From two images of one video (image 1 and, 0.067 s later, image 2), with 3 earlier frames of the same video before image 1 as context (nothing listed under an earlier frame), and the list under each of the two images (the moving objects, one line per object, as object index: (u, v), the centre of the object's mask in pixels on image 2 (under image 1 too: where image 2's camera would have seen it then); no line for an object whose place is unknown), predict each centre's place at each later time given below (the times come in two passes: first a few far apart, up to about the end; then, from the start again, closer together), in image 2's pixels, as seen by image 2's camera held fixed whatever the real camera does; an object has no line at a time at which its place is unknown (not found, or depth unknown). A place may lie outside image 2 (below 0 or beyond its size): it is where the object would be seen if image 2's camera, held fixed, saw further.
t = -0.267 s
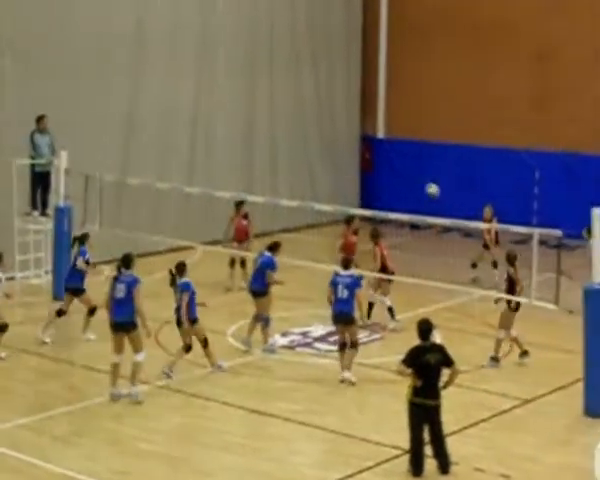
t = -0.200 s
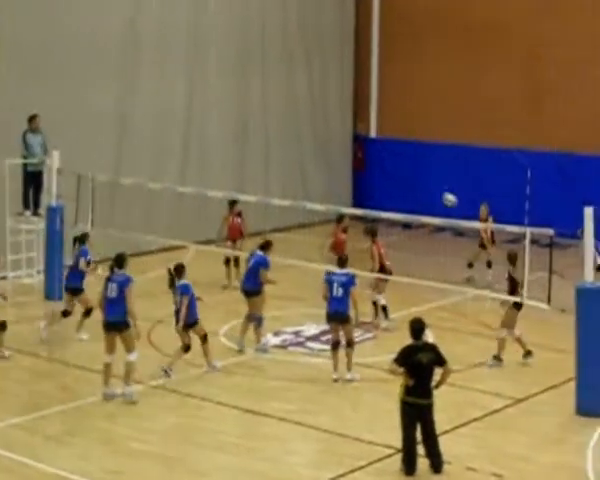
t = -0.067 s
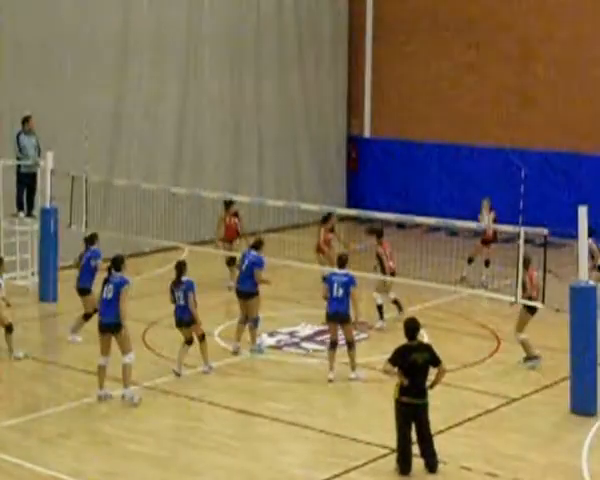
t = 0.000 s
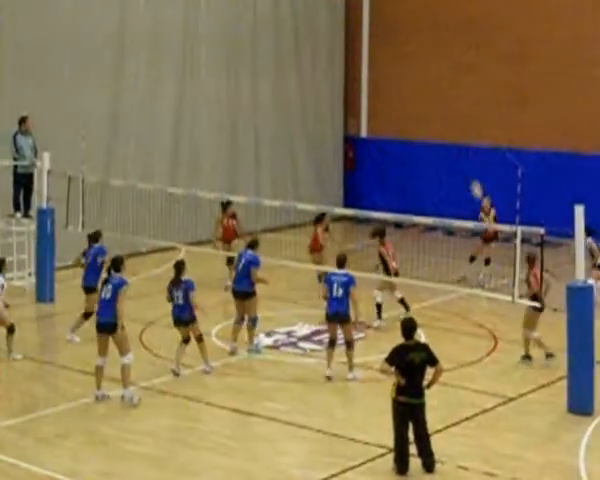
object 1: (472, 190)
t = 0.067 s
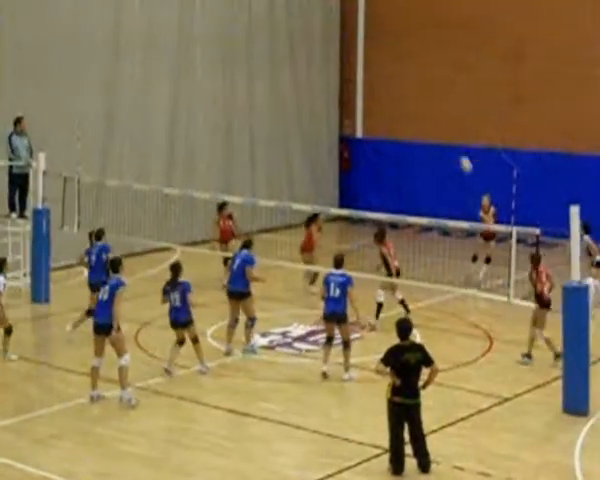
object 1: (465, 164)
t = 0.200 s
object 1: (453, 119)
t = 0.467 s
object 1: (425, 54)
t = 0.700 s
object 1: (399, 30)
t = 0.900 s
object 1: (377, 32)
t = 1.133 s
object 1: (349, 66)
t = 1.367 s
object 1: (320, 129)
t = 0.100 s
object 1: (462, 152)
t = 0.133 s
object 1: (459, 140)
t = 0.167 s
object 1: (455, 128)
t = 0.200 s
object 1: (453, 119)
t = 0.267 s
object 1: (446, 99)
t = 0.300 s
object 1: (442, 89)
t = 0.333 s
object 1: (439, 81)
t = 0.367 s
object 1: (436, 74)
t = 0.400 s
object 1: (433, 66)
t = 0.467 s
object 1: (425, 54)
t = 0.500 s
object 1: (421, 48)
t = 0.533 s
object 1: (417, 44)
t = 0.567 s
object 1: (414, 40)
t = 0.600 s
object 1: (411, 36)
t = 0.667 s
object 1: (403, 31)
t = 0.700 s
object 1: (399, 30)
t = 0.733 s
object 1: (396, 28)
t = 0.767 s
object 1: (392, 28)
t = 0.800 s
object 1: (388, 28)
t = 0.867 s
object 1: (381, 30)
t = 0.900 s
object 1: (377, 32)
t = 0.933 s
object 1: (373, 34)
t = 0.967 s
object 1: (370, 39)
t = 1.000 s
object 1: (366, 42)
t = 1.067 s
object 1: (356, 51)
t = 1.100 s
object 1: (352, 59)
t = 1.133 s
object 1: (349, 66)
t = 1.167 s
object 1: (345, 73)
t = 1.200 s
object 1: (341, 80)
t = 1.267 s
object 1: (334, 97)
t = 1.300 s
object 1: (328, 106)
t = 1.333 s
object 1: (325, 116)
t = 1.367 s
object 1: (320, 129)
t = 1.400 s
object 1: (316, 140)
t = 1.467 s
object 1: (308, 164)
